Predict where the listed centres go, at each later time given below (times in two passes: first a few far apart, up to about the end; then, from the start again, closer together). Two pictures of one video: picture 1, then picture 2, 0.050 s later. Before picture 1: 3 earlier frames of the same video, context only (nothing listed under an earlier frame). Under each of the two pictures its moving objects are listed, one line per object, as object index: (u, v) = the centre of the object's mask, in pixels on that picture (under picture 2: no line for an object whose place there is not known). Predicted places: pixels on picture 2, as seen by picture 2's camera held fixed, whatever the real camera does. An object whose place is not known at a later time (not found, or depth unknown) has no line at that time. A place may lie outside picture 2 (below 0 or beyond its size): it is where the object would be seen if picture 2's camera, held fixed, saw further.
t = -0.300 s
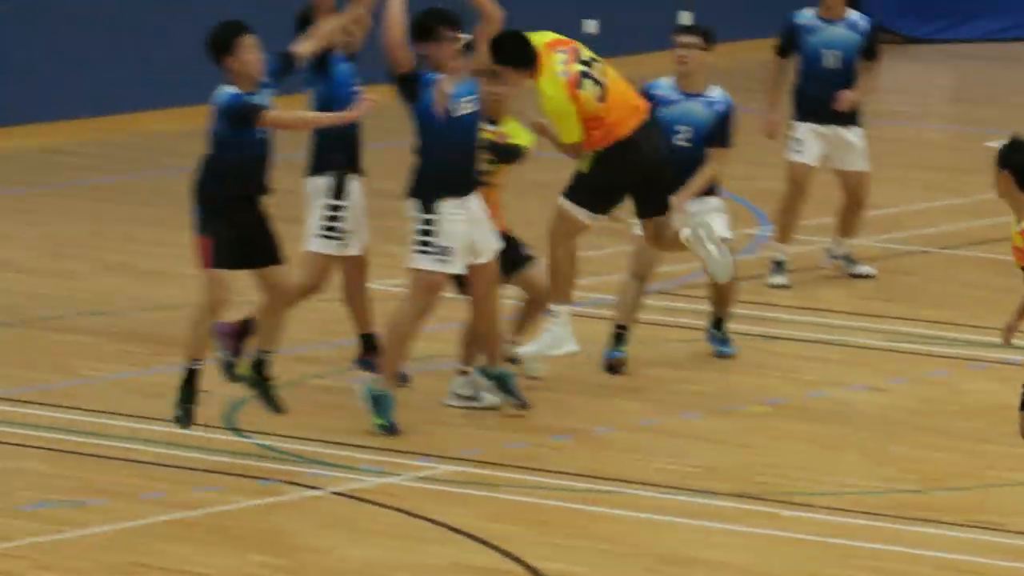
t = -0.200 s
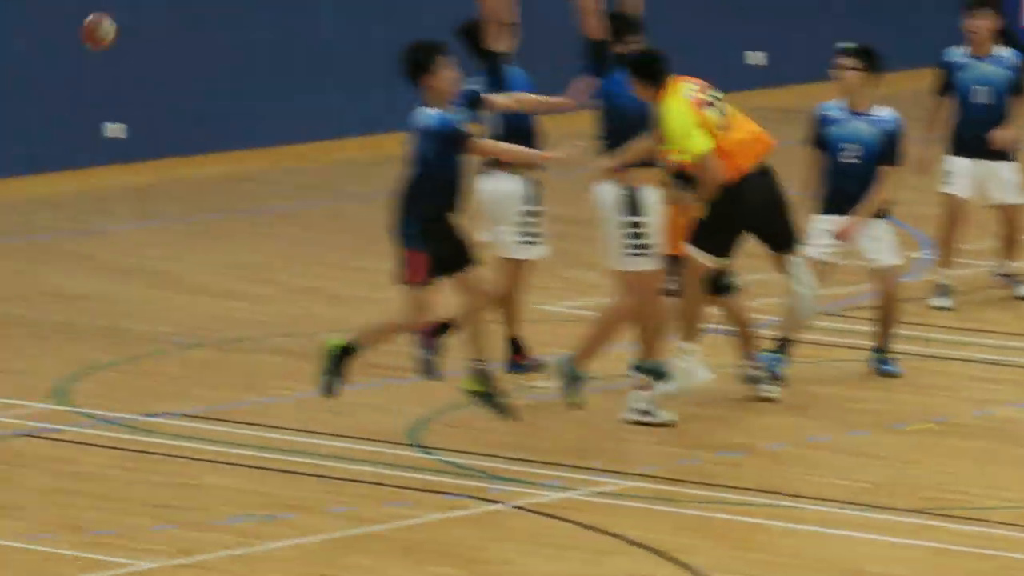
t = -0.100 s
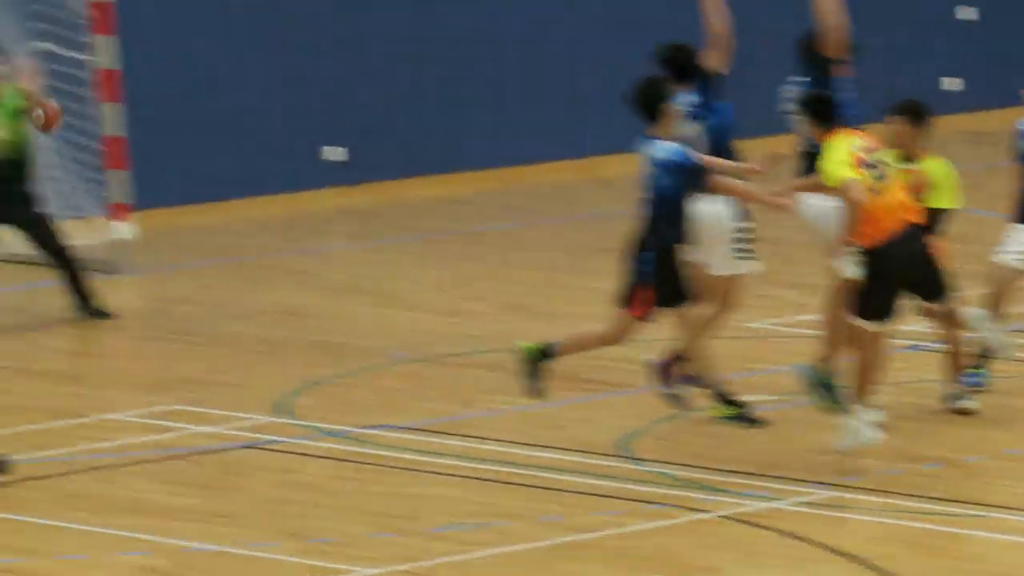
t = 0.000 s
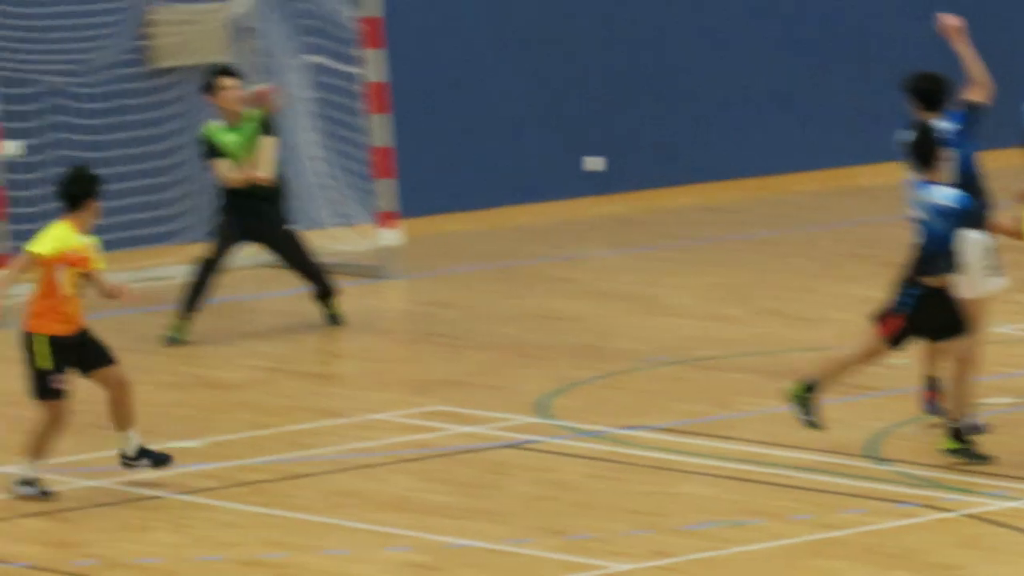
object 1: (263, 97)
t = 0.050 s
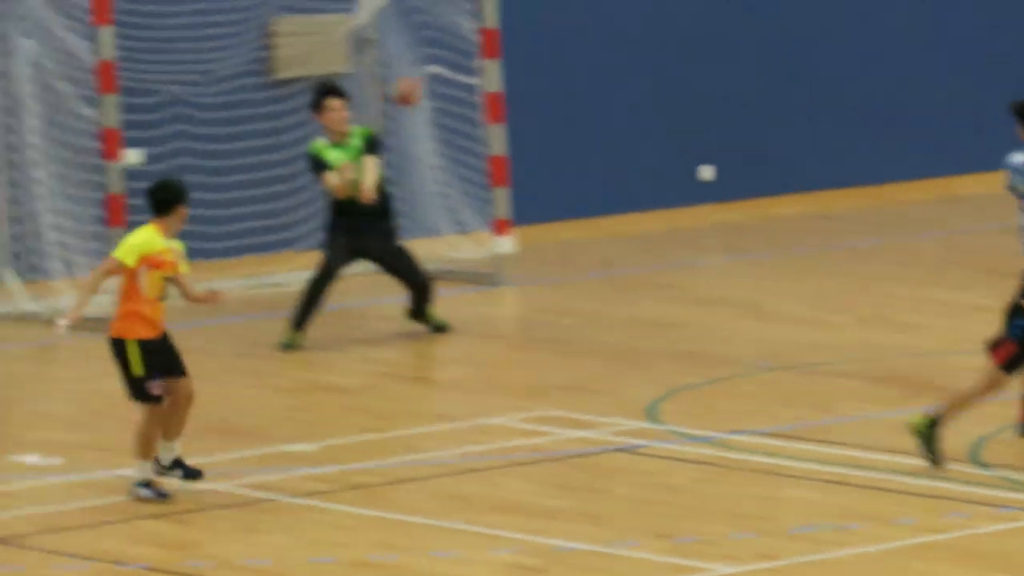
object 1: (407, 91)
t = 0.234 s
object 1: (514, 63)
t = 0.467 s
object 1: (632, 108)
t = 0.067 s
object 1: (418, 84)
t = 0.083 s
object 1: (427, 79)
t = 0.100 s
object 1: (435, 77)
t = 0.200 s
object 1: (498, 64)
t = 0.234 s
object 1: (514, 63)
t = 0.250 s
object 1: (524, 64)
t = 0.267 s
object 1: (531, 65)
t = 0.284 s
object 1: (538, 66)
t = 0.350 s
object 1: (571, 74)
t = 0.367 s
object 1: (580, 78)
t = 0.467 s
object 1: (632, 108)
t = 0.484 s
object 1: (641, 114)
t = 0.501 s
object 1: (650, 121)
